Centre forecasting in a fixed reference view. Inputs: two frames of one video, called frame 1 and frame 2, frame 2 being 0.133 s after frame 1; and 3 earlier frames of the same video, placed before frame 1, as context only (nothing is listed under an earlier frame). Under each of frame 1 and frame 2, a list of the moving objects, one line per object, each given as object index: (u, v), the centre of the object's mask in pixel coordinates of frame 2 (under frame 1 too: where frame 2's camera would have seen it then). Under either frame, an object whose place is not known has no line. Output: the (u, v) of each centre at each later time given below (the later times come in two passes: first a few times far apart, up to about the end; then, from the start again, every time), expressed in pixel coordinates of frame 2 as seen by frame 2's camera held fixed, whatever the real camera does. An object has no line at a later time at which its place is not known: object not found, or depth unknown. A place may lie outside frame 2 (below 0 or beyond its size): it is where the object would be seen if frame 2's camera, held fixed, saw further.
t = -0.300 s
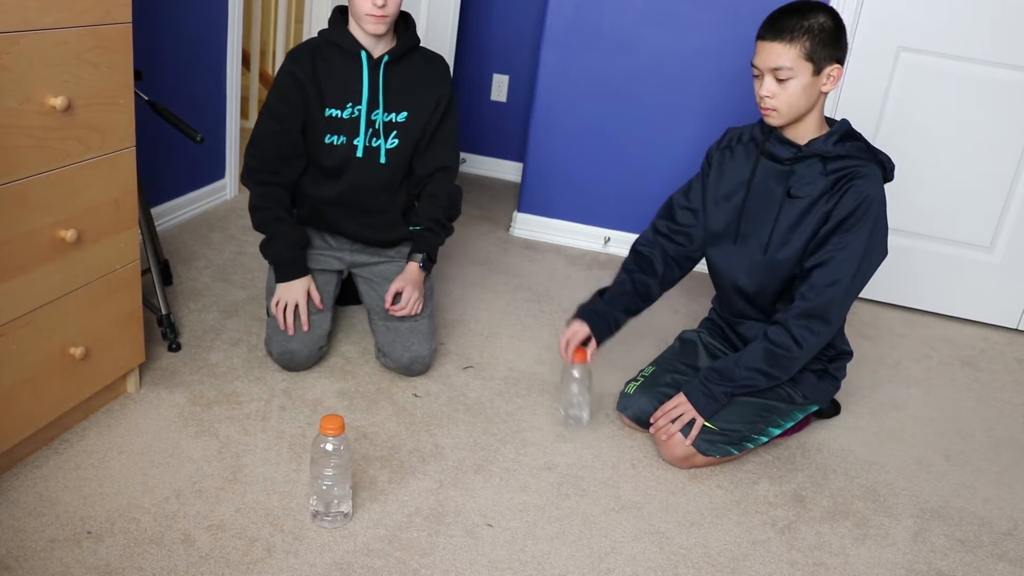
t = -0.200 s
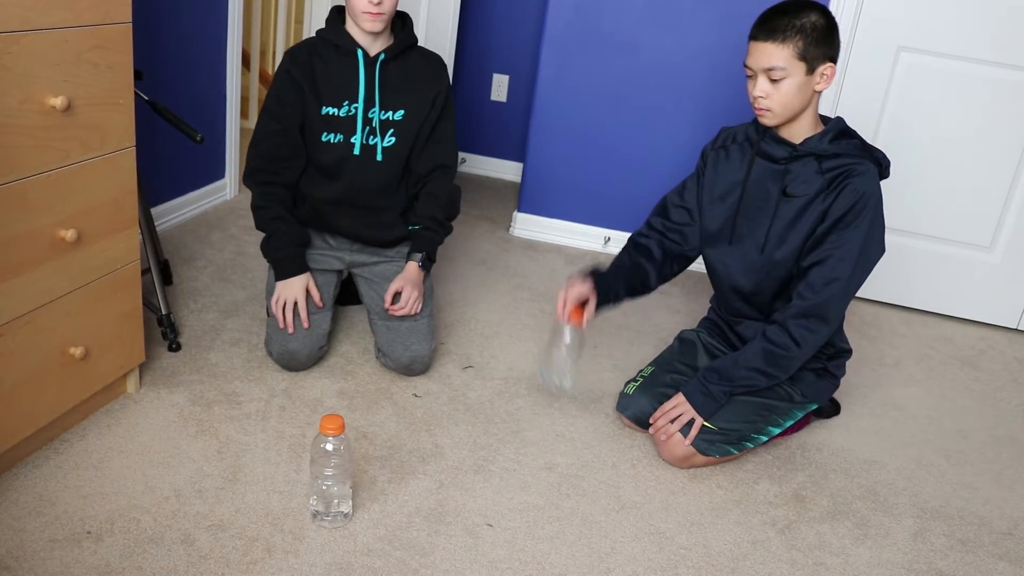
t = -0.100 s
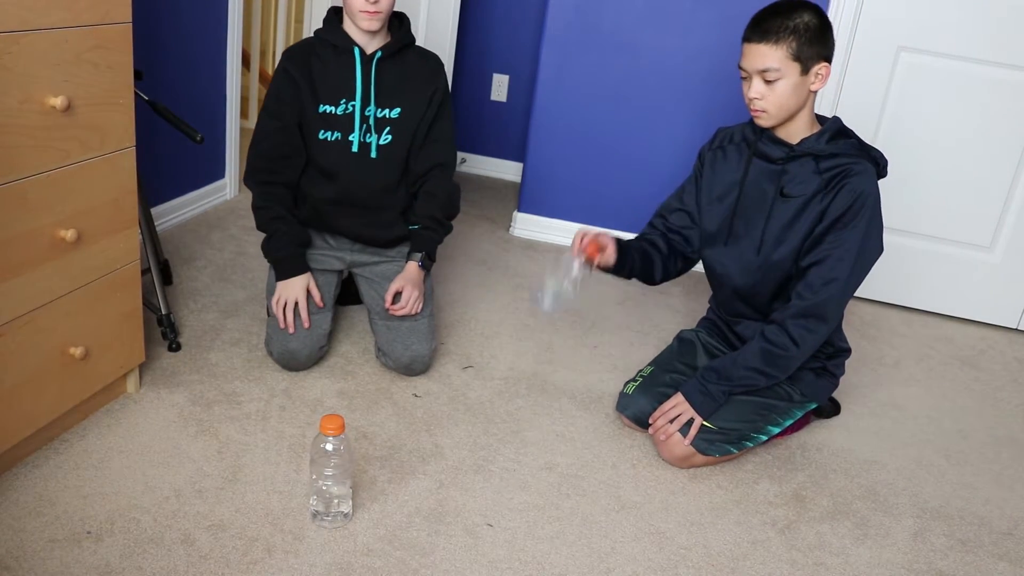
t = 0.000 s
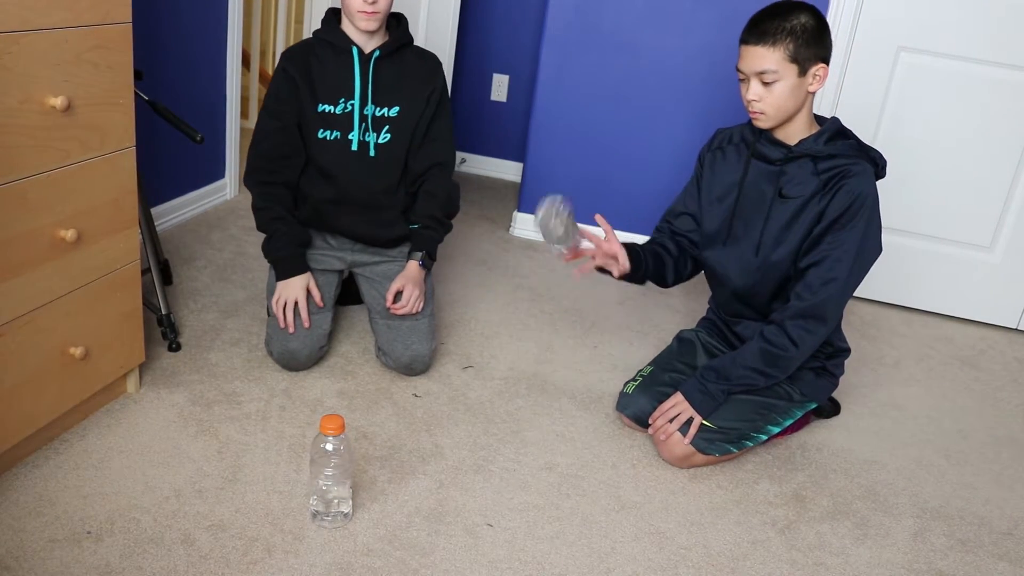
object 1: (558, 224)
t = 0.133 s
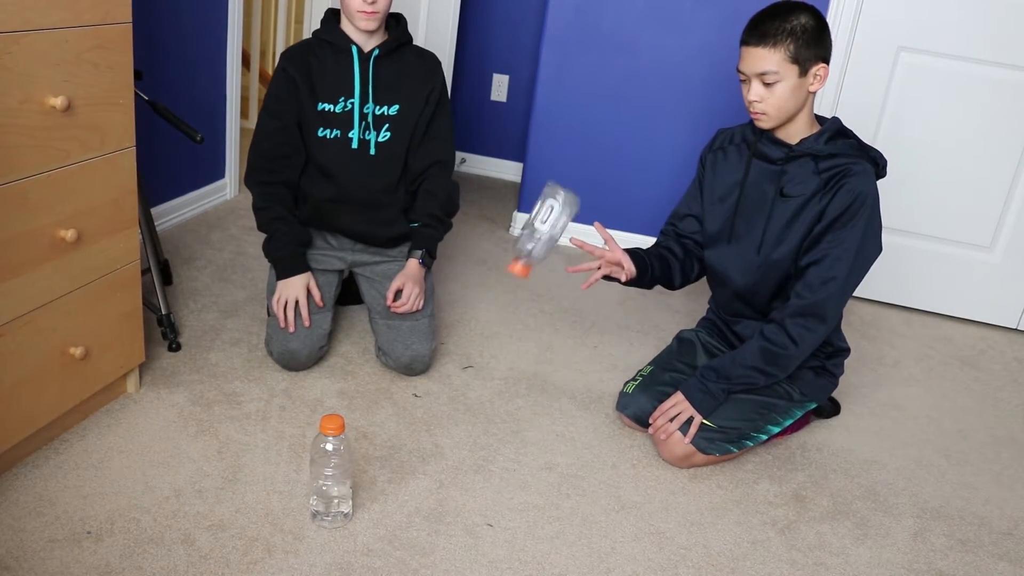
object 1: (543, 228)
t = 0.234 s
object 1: (520, 290)
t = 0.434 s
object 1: (473, 500)
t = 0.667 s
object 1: (453, 530)
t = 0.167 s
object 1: (539, 240)
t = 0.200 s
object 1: (532, 261)
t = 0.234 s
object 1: (520, 290)
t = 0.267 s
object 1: (512, 323)
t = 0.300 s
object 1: (504, 360)
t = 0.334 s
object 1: (494, 404)
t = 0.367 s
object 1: (482, 452)
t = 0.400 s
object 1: (475, 498)
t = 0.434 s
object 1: (473, 500)
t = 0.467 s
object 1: (468, 500)
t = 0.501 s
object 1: (464, 503)
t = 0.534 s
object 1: (459, 511)
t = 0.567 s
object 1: (456, 517)
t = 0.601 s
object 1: (452, 526)
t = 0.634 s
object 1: (453, 529)
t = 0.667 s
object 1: (453, 530)
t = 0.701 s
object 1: (455, 531)
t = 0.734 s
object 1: (456, 533)
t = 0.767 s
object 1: (457, 534)
